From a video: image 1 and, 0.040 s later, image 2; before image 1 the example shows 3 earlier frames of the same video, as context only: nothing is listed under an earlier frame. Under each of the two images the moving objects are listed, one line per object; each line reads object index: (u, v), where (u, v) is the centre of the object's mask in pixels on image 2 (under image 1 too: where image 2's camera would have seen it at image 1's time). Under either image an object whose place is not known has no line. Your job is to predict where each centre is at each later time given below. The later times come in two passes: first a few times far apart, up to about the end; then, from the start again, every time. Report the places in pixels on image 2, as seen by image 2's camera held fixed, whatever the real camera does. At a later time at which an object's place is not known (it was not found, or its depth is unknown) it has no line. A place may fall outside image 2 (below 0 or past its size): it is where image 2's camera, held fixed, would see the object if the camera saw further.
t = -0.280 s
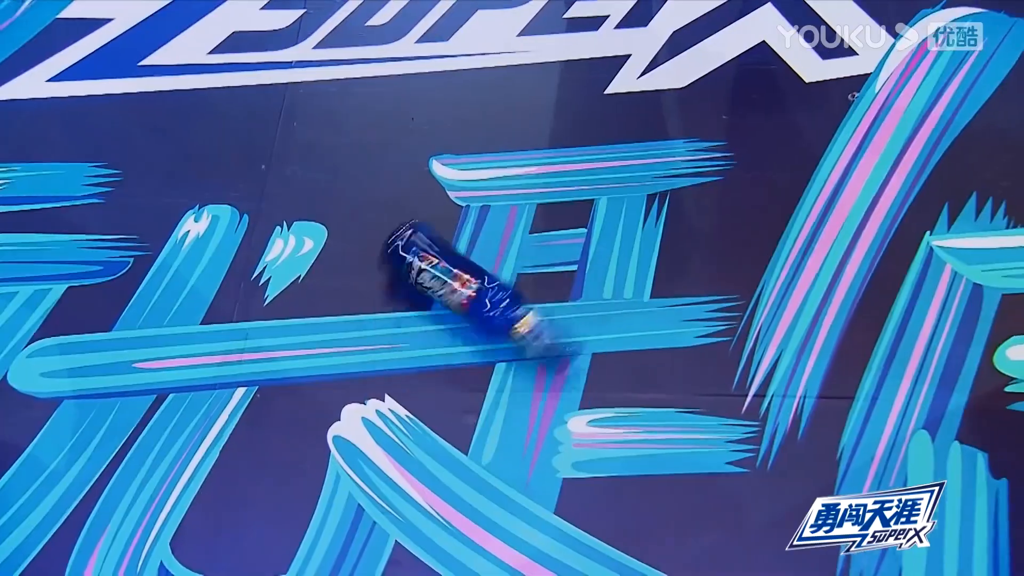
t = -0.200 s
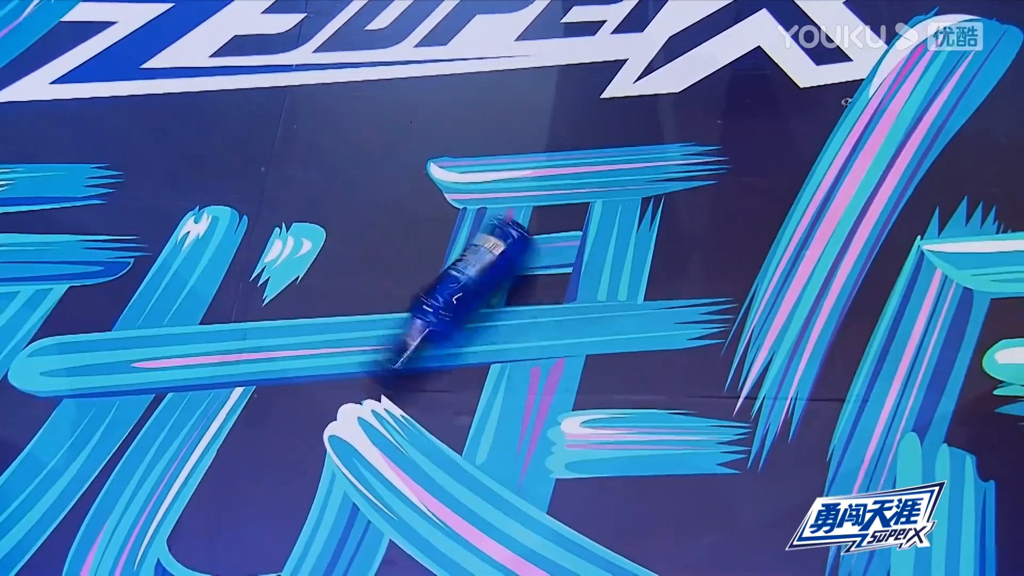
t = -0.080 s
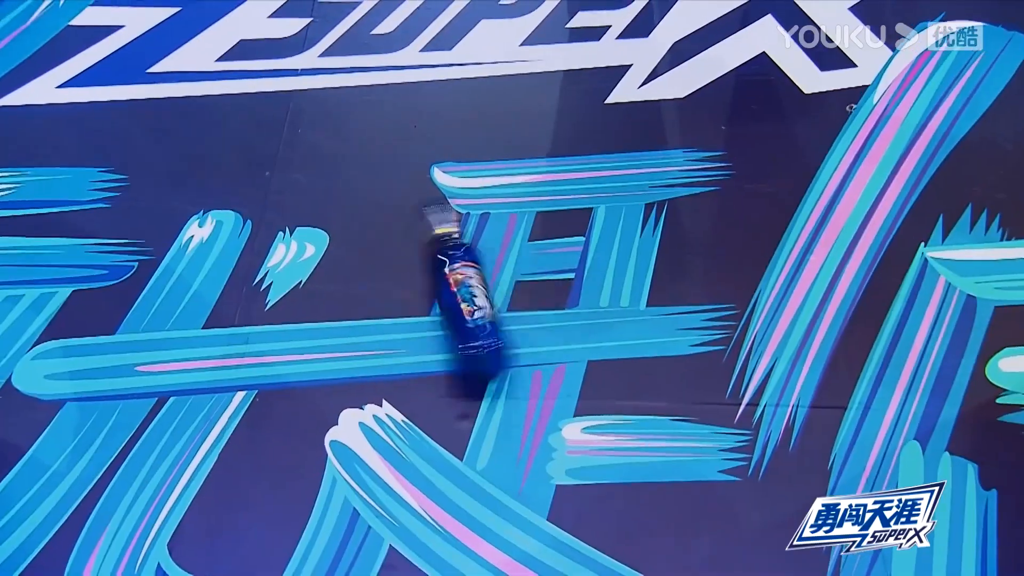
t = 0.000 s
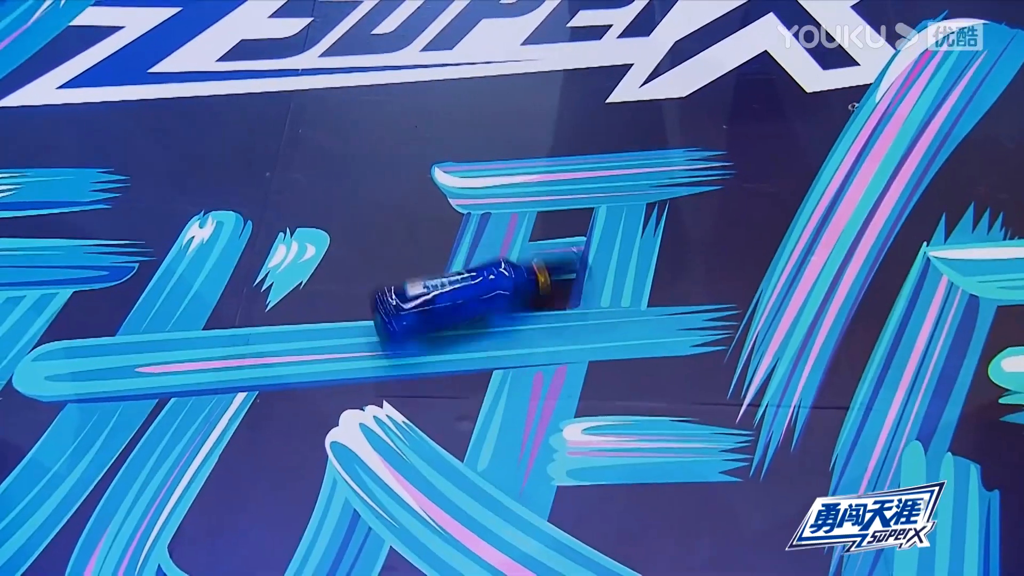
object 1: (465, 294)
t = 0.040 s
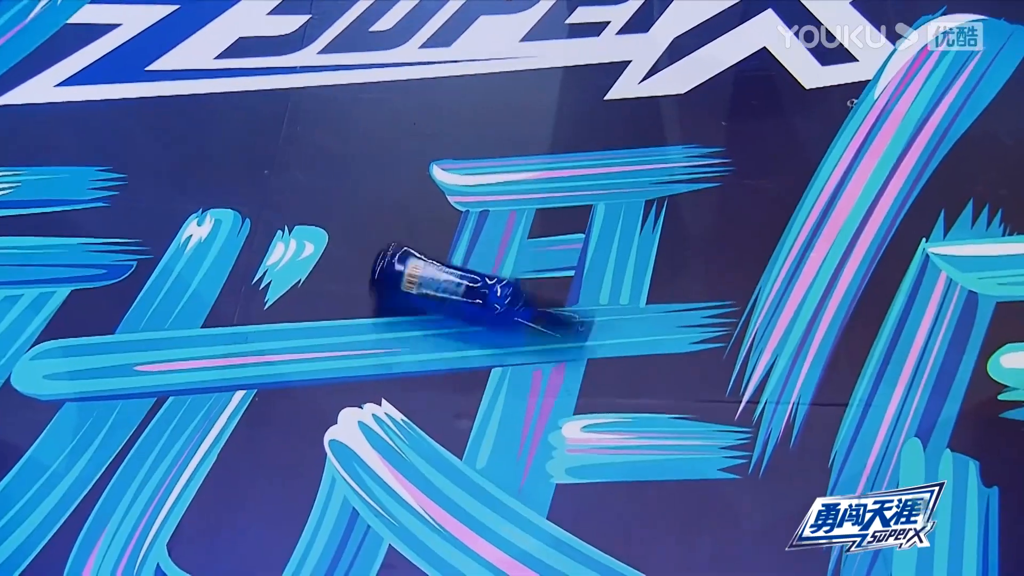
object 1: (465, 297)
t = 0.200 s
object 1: (453, 295)
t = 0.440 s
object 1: (467, 298)
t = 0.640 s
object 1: (448, 293)
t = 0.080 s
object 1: (462, 295)
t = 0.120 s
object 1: (462, 296)
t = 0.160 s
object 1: (463, 294)
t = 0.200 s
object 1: (453, 295)
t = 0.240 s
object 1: (456, 292)
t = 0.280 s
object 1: (464, 296)
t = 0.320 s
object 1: (461, 298)
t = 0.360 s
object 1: (458, 297)
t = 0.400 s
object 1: (472, 295)
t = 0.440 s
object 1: (467, 298)
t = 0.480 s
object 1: (463, 297)
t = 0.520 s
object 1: (461, 299)
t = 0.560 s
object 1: (460, 296)
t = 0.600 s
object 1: (454, 298)
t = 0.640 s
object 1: (448, 293)
